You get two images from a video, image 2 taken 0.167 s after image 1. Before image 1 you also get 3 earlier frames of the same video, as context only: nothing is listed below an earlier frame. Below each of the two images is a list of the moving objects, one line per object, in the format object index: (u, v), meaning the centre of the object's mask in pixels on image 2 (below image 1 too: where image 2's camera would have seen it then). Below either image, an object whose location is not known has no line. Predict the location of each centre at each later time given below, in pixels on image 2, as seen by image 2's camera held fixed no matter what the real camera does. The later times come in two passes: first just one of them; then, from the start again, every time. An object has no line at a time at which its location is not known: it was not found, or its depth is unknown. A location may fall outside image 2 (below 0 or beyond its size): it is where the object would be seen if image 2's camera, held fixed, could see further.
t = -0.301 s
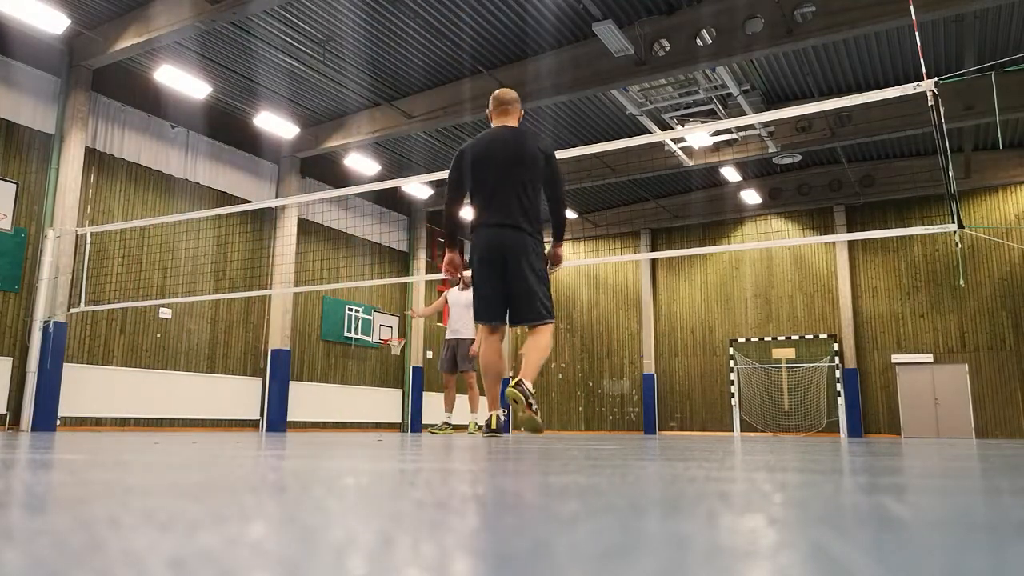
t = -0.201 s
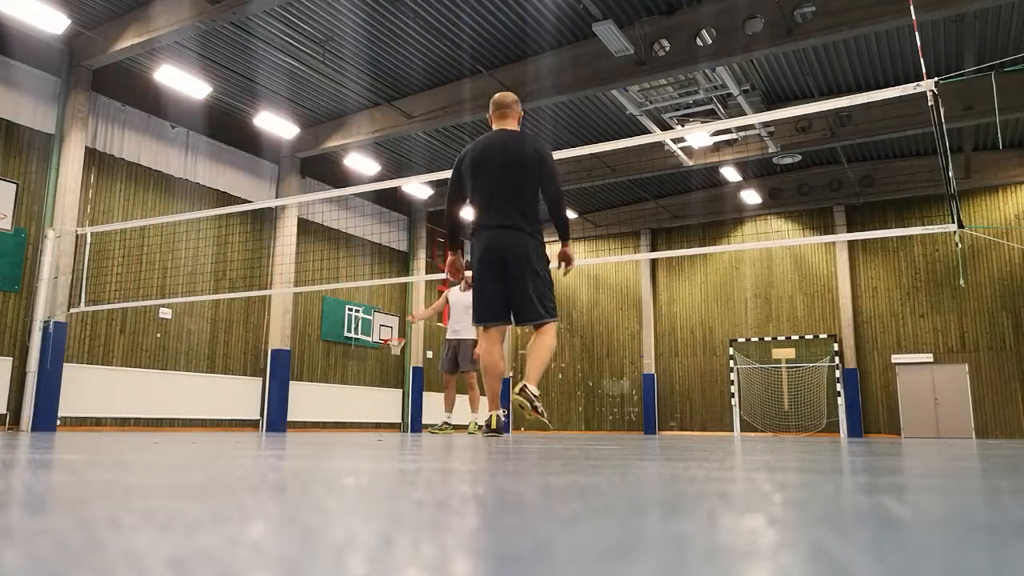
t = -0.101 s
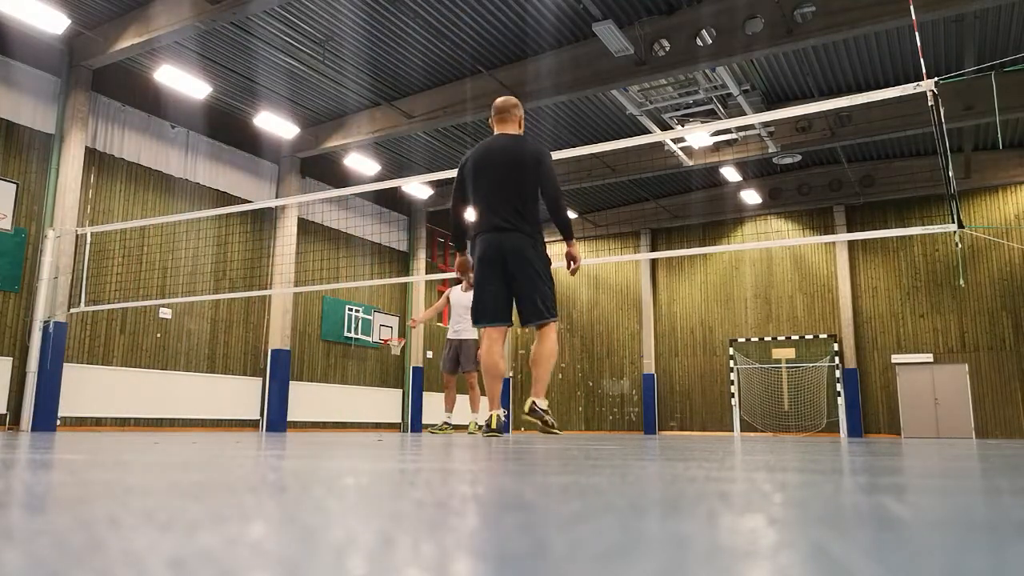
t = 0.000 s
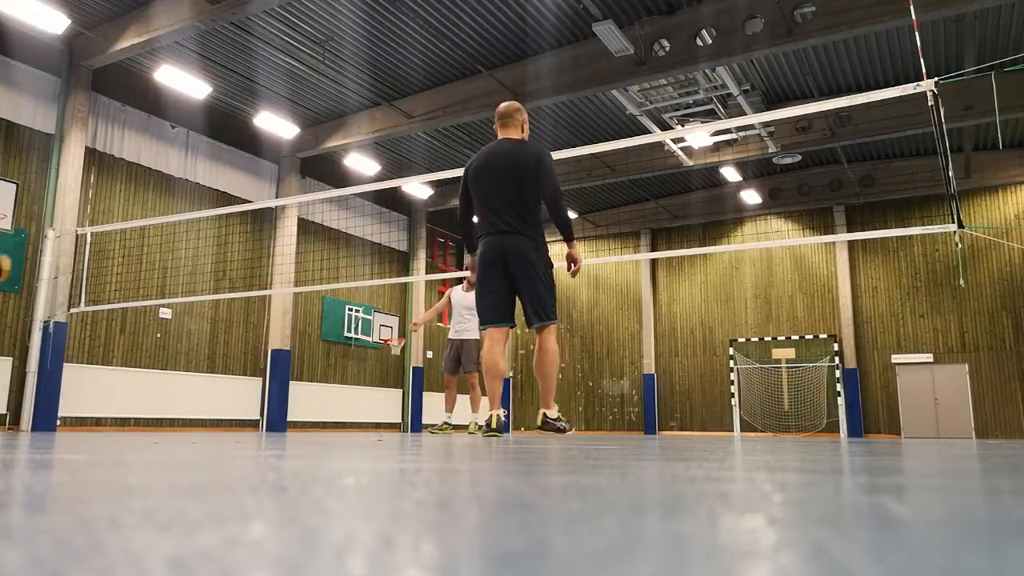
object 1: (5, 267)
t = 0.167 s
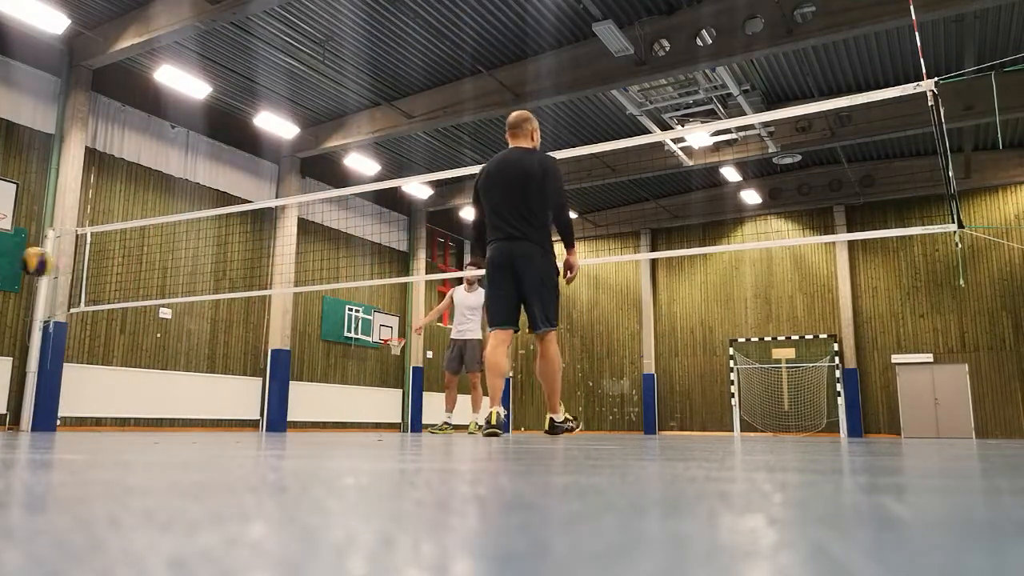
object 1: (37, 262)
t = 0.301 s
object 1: (68, 286)
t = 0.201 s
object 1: (46, 266)
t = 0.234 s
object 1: (53, 272)
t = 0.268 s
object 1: (62, 279)
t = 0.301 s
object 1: (68, 286)
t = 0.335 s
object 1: (76, 294)
